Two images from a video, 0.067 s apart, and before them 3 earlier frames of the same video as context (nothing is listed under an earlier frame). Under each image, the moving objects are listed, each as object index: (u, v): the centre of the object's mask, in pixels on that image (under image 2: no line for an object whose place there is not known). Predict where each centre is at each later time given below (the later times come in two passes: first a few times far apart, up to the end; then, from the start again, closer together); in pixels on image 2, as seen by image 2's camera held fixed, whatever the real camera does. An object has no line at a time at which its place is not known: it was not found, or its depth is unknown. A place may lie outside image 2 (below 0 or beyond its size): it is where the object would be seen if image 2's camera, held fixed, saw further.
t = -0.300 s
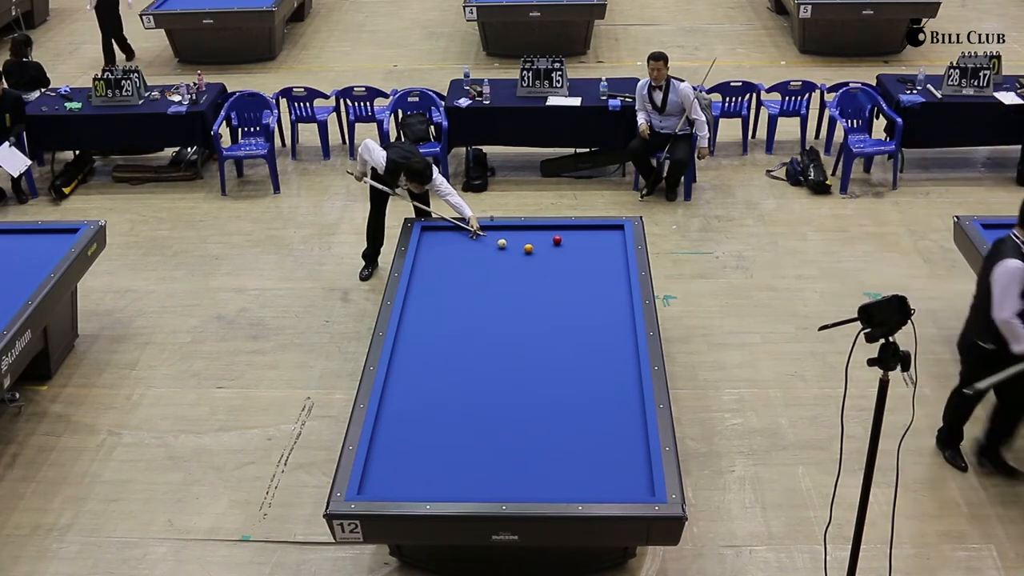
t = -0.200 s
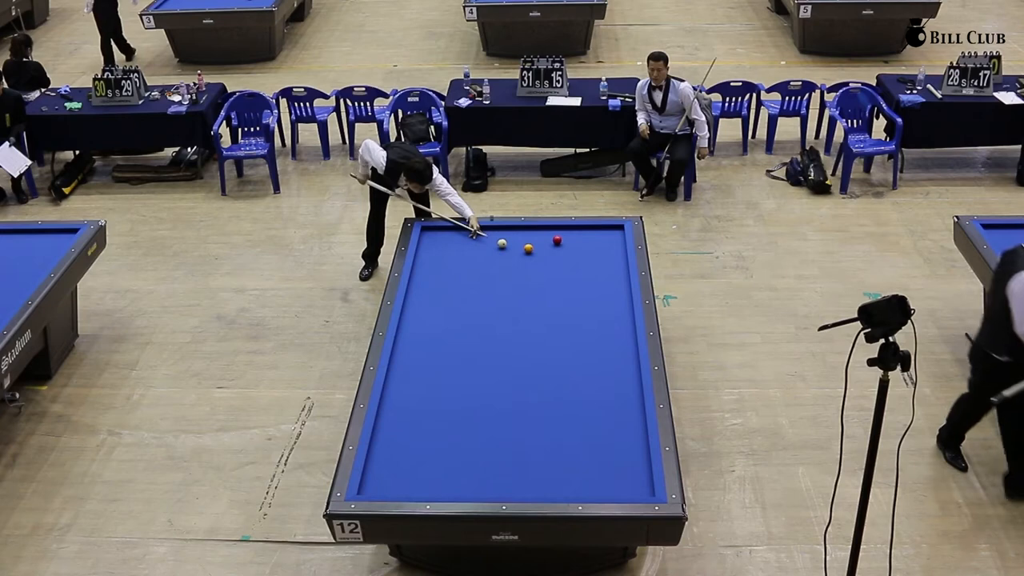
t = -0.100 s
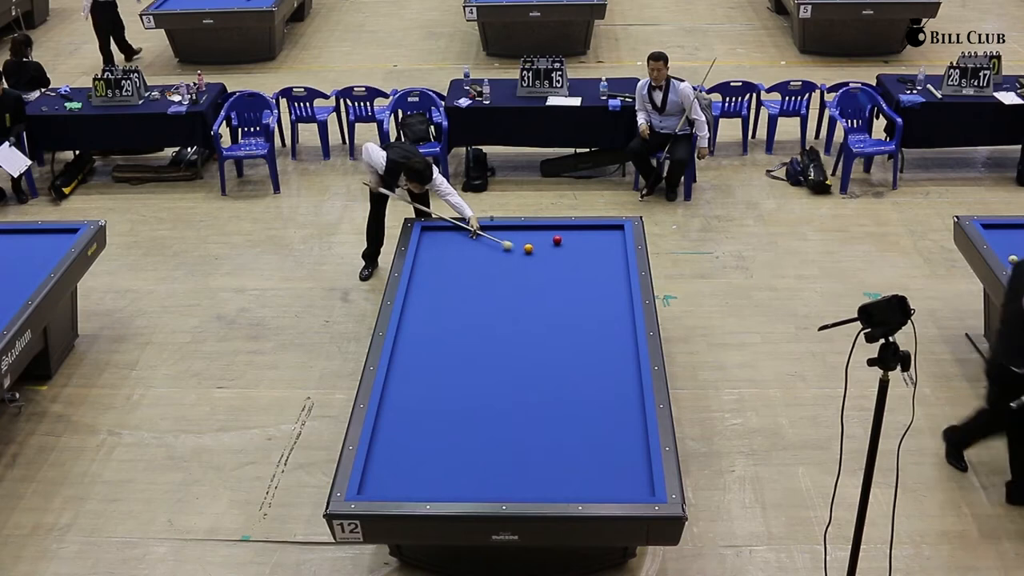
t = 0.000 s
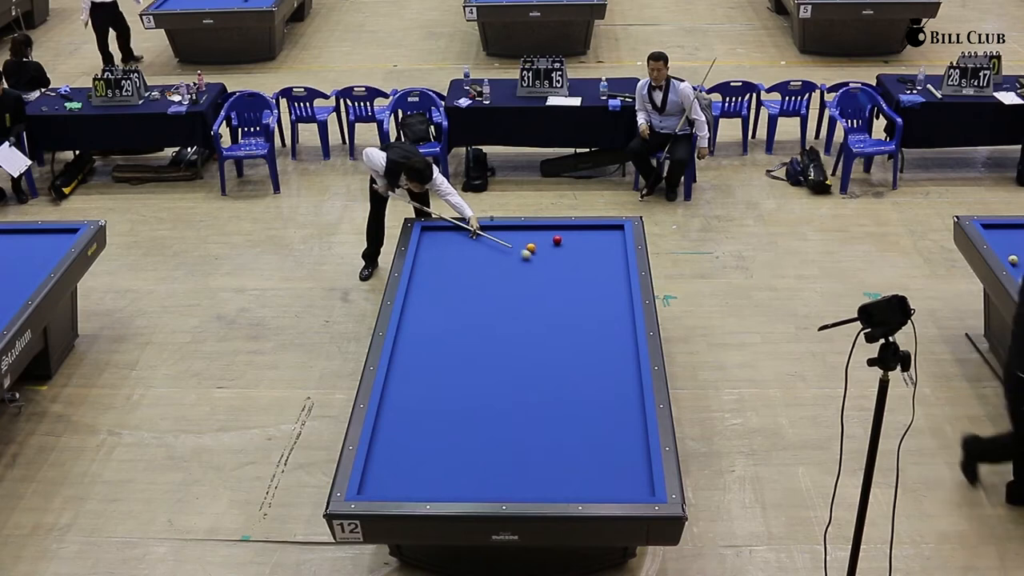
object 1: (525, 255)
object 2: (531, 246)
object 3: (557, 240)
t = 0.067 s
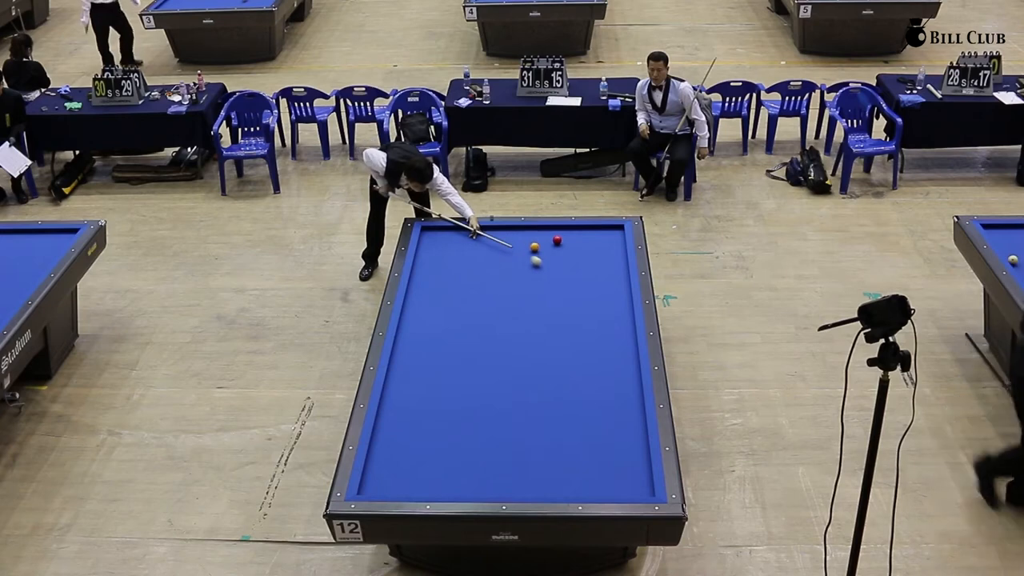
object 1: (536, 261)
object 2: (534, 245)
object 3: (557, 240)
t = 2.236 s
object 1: (447, 470)
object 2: (571, 243)
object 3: (586, 228)
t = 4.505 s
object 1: (505, 330)
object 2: (574, 244)
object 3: (593, 230)
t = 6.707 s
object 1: (613, 246)
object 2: (574, 243)
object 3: (593, 230)
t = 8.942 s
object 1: (595, 241)
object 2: (574, 242)
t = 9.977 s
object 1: (588, 249)
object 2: (574, 243)
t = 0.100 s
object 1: (541, 265)
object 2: (536, 245)
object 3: (557, 240)
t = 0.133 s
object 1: (546, 268)
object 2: (537, 244)
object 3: (557, 240)
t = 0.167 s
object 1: (551, 271)
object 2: (539, 244)
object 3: (557, 240)
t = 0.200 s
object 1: (557, 275)
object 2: (540, 244)
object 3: (557, 240)
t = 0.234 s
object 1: (562, 279)
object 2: (542, 243)
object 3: (557, 240)
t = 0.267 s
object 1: (568, 282)
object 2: (544, 243)
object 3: (557, 240)
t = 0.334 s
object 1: (579, 289)
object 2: (547, 242)
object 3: (557, 240)
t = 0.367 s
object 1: (584, 293)
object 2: (548, 242)
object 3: (557, 240)
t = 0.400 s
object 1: (590, 297)
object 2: (550, 242)
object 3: (557, 240)
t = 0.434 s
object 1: (596, 300)
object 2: (550, 242)
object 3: (558, 239)
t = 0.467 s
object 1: (602, 304)
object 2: (551, 242)
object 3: (558, 239)
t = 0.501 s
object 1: (608, 308)
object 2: (552, 242)
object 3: (559, 239)
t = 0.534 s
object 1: (614, 312)
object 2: (552, 242)
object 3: (560, 239)
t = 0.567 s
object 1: (620, 316)
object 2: (553, 242)
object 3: (561, 238)
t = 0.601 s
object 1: (626, 320)
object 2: (553, 242)
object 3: (561, 239)
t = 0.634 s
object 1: (629, 324)
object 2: (554, 242)
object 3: (562, 238)
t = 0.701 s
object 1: (621, 330)
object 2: (555, 242)
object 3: (563, 237)
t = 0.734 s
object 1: (617, 334)
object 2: (555, 242)
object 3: (564, 237)
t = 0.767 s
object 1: (613, 338)
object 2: (556, 242)
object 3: (564, 237)
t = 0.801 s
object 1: (610, 341)
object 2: (556, 242)
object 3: (565, 236)
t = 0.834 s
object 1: (607, 345)
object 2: (557, 242)
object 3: (566, 236)
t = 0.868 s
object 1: (604, 349)
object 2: (557, 242)
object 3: (566, 236)
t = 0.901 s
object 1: (601, 352)
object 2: (558, 242)
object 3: (567, 236)
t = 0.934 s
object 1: (598, 356)
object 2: (558, 242)
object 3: (568, 235)
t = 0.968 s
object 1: (594, 360)
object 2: (558, 242)
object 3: (568, 235)
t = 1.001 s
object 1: (591, 364)
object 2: (559, 242)
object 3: (568, 235)
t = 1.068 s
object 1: (584, 371)
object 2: (560, 242)
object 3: (570, 234)
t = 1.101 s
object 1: (581, 375)
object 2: (560, 242)
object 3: (570, 234)
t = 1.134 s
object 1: (578, 379)
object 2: (561, 242)
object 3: (571, 234)
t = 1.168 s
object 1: (574, 383)
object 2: (561, 242)
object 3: (572, 234)
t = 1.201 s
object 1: (571, 387)
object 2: (562, 242)
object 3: (572, 233)
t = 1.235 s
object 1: (567, 391)
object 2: (562, 242)
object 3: (572, 233)
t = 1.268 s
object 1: (564, 396)
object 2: (562, 242)
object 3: (573, 233)
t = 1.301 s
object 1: (560, 399)
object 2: (563, 242)
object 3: (574, 233)
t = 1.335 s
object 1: (557, 404)
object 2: (563, 242)
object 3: (574, 232)
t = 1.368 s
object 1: (553, 408)
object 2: (564, 242)
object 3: (575, 232)
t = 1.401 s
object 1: (550, 412)
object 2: (564, 242)
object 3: (575, 232)
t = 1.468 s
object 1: (542, 421)
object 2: (565, 242)
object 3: (576, 231)
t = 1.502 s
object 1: (539, 425)
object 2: (565, 242)
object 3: (577, 231)
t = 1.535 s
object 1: (535, 429)
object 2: (565, 242)
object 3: (577, 231)
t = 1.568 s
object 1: (531, 434)
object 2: (566, 242)
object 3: (578, 231)
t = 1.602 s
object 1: (527, 439)
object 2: (566, 242)
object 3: (578, 231)
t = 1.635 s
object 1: (523, 443)
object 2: (567, 242)
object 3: (579, 230)
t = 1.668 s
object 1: (519, 448)
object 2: (567, 242)
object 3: (579, 230)
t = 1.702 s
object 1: (515, 452)
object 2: (567, 242)
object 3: (580, 230)
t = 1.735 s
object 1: (511, 457)
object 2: (567, 242)
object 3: (580, 230)
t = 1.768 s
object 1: (508, 461)
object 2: (568, 242)
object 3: (580, 230)
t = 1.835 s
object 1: (499, 471)
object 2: (568, 242)
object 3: (581, 229)
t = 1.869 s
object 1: (495, 476)
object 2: (568, 242)
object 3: (582, 229)
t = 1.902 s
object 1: (491, 481)
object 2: (569, 243)
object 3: (582, 229)
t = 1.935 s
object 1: (487, 485)
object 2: (569, 243)
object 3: (583, 229)
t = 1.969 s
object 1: (483, 489)
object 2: (569, 243)
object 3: (583, 228)
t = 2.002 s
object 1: (478, 491)
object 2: (569, 243)
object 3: (583, 228)
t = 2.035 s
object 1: (473, 488)
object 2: (570, 243)
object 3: (584, 228)
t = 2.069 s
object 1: (469, 485)
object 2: (570, 243)
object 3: (584, 228)
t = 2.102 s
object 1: (464, 481)
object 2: (570, 243)
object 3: (585, 228)
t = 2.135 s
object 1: (460, 478)
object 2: (570, 243)
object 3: (585, 228)
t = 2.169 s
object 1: (456, 475)
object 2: (571, 243)
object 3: (586, 228)
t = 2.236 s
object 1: (447, 470)
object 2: (571, 243)
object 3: (586, 228)
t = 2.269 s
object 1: (443, 467)
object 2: (571, 243)
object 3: (586, 228)
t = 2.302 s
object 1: (439, 464)
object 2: (571, 243)
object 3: (586, 228)
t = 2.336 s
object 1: (435, 462)
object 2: (572, 243)
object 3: (587, 228)
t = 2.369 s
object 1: (431, 459)
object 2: (572, 243)
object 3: (587, 228)
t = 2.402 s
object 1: (427, 457)
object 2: (572, 243)
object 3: (587, 228)
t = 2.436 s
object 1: (423, 454)
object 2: (572, 243)
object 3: (588, 228)
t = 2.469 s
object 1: (418, 451)
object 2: (572, 243)
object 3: (588, 228)
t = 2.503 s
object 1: (415, 449)
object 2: (572, 243)
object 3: (588, 228)
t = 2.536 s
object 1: (411, 446)
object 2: (572, 243)
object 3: (588, 228)
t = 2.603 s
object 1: (403, 441)
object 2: (572, 243)
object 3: (589, 228)
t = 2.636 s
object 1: (399, 439)
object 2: (573, 243)
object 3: (589, 228)
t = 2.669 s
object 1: (395, 436)
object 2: (573, 243)
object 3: (589, 228)
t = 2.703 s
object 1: (392, 434)
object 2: (573, 243)
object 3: (589, 228)
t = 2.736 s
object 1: (388, 431)
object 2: (573, 243)
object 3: (590, 229)
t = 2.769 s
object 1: (384, 429)
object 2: (573, 243)
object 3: (590, 229)
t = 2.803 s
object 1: (380, 427)
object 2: (573, 243)
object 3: (590, 229)
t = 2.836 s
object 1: (380, 425)
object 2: (573, 243)
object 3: (590, 229)
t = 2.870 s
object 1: (384, 422)
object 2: (573, 243)
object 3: (590, 229)
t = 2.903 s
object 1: (387, 420)
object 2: (573, 243)
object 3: (591, 229)
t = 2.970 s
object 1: (393, 416)
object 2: (574, 243)
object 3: (591, 229)
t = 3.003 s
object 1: (396, 413)
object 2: (574, 243)
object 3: (591, 229)
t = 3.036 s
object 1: (399, 411)
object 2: (574, 243)
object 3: (591, 229)
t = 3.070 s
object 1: (402, 409)
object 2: (574, 243)
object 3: (591, 229)
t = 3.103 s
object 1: (405, 407)
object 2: (574, 243)
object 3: (592, 229)
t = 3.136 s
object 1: (407, 404)
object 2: (574, 243)
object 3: (592, 229)
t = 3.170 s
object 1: (410, 403)
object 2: (574, 243)
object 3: (592, 229)
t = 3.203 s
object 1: (413, 400)
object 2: (574, 243)
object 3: (592, 229)
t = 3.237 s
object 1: (415, 398)
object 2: (574, 243)
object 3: (592, 229)
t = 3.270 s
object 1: (418, 396)
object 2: (574, 243)
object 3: (592, 229)
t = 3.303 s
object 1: (421, 394)
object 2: (574, 243)
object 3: (592, 229)
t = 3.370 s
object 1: (426, 390)
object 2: (574, 243)
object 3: (593, 230)
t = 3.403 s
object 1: (429, 388)
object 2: (574, 243)
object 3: (593, 230)
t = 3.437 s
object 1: (431, 386)
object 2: (574, 243)
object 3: (593, 230)
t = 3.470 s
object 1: (434, 384)
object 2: (574, 243)
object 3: (593, 230)
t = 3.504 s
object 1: (437, 382)
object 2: (574, 243)
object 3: (593, 230)
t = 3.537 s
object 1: (439, 380)
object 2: (574, 243)
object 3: (593, 230)
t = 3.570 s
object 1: (442, 378)
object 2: (574, 243)
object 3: (593, 230)
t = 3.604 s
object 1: (444, 376)
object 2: (574, 243)
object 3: (593, 230)
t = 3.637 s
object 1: (447, 375)
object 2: (574, 243)
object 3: (593, 230)
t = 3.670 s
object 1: (449, 373)
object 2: (574, 243)
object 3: (593, 230)
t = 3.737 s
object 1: (454, 369)
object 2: (574, 243)
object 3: (593, 230)
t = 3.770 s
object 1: (456, 367)
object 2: (574, 243)
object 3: (593, 230)
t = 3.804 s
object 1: (459, 365)
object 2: (574, 243)
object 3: (593, 230)
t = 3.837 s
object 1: (461, 364)
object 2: (574, 243)
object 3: (593, 230)
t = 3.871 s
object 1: (463, 362)
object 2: (574, 243)
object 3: (593, 230)
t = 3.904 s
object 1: (466, 360)
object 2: (574, 243)
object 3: (593, 230)
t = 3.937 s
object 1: (468, 358)
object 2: (574, 243)
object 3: (593, 230)
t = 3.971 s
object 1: (471, 356)
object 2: (574, 243)
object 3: (593, 230)
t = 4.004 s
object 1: (473, 355)
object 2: (574, 243)
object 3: (593, 230)
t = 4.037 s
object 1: (475, 353)
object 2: (574, 243)
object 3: (593, 230)
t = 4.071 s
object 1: (477, 351)
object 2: (574, 243)
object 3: (593, 230)
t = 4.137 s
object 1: (482, 348)
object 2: (574, 243)
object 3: (593, 230)
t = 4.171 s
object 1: (484, 346)
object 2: (574, 243)
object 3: (593, 230)
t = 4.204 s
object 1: (486, 345)
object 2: (574, 243)
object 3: (593, 230)
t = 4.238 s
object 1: (488, 343)
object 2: (574, 243)
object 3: (593, 230)
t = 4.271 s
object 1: (491, 341)
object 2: (574, 243)
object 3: (593, 230)
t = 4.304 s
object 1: (493, 340)
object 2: (574, 244)
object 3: (593, 230)
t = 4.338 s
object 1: (495, 338)
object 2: (574, 243)
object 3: (593, 230)
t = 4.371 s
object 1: (497, 336)
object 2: (574, 243)
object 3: (593, 230)
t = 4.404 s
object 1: (499, 335)
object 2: (574, 244)
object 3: (593, 230)
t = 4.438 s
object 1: (501, 333)
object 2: (574, 243)
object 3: (593, 230)
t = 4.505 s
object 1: (505, 330)
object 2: (574, 244)
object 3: (593, 230)
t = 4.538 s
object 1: (507, 329)
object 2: (574, 244)
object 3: (593, 230)
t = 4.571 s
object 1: (509, 327)
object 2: (574, 244)
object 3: (593, 230)
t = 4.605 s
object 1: (511, 325)
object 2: (574, 244)
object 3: (593, 230)
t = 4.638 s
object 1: (513, 324)
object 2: (574, 244)
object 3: (593, 230)
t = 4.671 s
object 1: (515, 322)
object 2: (574, 244)
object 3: (593, 230)
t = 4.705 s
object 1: (517, 321)
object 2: (574, 244)
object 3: (593, 230)
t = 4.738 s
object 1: (519, 319)
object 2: (574, 244)
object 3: (593, 230)
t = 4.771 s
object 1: (521, 318)
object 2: (574, 244)
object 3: (593, 230)
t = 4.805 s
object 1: (523, 316)
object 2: (574, 244)
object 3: (593, 230)
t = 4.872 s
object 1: (527, 313)
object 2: (574, 244)
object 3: (593, 230)
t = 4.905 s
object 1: (529, 312)
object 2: (574, 244)
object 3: (593, 230)
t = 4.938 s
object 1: (531, 311)
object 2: (574, 244)
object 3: (593, 230)
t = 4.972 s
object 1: (533, 309)
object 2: (574, 244)
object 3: (593, 230)
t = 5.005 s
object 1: (534, 308)
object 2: (574, 244)
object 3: (593, 230)
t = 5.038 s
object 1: (536, 306)
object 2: (574, 244)
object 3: (593, 230)
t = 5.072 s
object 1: (538, 305)
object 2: (574, 244)
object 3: (593, 230)
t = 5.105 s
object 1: (540, 303)
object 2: (574, 244)
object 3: (593, 230)
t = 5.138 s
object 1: (542, 302)
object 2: (574, 244)
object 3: (593, 230)
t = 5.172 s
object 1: (543, 301)
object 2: (574, 244)
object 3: (593, 230)
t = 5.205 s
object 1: (545, 299)
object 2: (574, 244)
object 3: (593, 230)
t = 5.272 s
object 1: (549, 296)
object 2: (574, 243)
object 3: (593, 230)
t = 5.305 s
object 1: (550, 295)
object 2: (574, 244)
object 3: (593, 230)
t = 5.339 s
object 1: (552, 294)
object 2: (574, 244)
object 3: (593, 230)
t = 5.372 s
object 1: (554, 292)
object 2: (574, 244)
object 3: (593, 230)
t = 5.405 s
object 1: (556, 291)
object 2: (574, 244)
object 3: (593, 230)
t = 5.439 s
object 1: (557, 290)
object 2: (574, 244)
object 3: (593, 230)
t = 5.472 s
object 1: (559, 288)
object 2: (574, 244)
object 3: (593, 230)
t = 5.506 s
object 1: (561, 287)
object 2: (574, 244)
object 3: (593, 230)
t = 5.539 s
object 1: (562, 286)
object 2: (574, 244)
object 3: (593, 230)
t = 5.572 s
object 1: (564, 284)
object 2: (574, 244)
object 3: (593, 230)
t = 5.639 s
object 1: (567, 282)
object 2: (574, 244)
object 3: (593, 230)
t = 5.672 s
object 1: (569, 281)
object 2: (574, 244)
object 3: (593, 230)
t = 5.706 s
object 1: (570, 279)
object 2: (574, 244)
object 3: (593, 230)
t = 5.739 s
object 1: (572, 278)
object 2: (574, 244)
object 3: (593, 230)
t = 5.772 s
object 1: (573, 277)
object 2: (574, 244)
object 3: (593, 230)
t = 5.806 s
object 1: (575, 276)
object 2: (574, 244)
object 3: (593, 230)
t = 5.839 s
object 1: (576, 275)
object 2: (574, 244)
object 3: (593, 230)
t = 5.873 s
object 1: (578, 273)
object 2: (574, 244)
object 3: (593, 230)
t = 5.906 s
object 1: (580, 272)
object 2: (574, 244)
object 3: (593, 230)
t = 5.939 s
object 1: (581, 271)
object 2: (574, 243)
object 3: (593, 230)
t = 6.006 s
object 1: (584, 269)
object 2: (574, 243)
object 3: (593, 230)
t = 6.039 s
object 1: (586, 268)
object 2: (574, 244)
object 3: (593, 230)
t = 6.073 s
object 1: (587, 266)
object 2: (574, 243)
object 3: (593, 230)
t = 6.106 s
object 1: (588, 265)
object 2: (574, 244)
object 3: (593, 230)
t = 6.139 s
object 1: (590, 264)
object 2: (574, 244)
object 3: (593, 230)
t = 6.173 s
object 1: (591, 263)
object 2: (574, 244)
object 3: (593, 230)
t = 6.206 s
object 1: (593, 262)
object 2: (574, 244)
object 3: (593, 230)
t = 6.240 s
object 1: (594, 261)
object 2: (574, 244)
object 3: (593, 230)
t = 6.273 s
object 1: (596, 260)
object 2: (574, 243)
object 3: (593, 230)
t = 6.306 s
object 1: (597, 259)
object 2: (574, 244)
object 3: (593, 230)
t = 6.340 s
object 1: (599, 257)
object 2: (574, 244)
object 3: (593, 230)
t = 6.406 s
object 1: (601, 255)
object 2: (574, 243)
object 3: (593, 230)
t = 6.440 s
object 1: (603, 254)
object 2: (574, 243)
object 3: (593, 230)
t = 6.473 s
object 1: (604, 253)
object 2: (574, 243)
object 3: (593, 230)
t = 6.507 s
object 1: (605, 252)
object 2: (574, 244)
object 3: (593, 230)
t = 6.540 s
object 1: (607, 251)
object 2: (574, 243)
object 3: (593, 230)
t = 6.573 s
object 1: (608, 250)
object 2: (574, 243)
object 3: (593, 230)
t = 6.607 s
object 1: (609, 249)
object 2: (574, 243)
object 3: (593, 230)
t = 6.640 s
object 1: (611, 248)
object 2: (574, 243)
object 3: (593, 230)
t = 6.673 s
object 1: (612, 247)
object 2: (574, 243)
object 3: (593, 230)
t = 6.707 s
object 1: (613, 246)
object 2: (574, 243)
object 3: (593, 230)
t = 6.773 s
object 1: (616, 244)
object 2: (574, 243)
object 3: (593, 230)
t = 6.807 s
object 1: (617, 243)
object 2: (574, 243)
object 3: (593, 230)
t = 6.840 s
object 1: (618, 242)
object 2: (574, 243)
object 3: (593, 230)
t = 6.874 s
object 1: (620, 241)
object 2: (574, 243)
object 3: (593, 230)
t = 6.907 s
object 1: (621, 240)
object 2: (574, 243)
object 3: (593, 230)
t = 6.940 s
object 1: (620, 239)
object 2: (574, 243)
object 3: (593, 230)
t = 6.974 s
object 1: (619, 239)
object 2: (574, 243)
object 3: (593, 230)
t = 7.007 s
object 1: (619, 238)
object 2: (574, 243)
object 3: (593, 230)
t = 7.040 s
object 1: (618, 237)
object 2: (574, 243)
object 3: (593, 230)
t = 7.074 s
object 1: (617, 236)
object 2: (574, 243)
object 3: (593, 230)
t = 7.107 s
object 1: (616, 236)
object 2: (574, 243)
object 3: (593, 230)
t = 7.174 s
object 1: (615, 234)
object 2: (574, 243)
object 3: (593, 230)
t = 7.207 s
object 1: (614, 234)
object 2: (574, 243)
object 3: (593, 230)
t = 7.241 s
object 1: (614, 233)
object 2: (574, 243)
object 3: (593, 230)
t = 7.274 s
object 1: (613, 232)
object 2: (574, 243)
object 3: (593, 230)
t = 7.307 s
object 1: (612, 232)
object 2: (574, 243)
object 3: (593, 230)
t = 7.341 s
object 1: (611, 231)
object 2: (574, 244)
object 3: (593, 230)
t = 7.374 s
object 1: (611, 230)
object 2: (574, 243)
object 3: (593, 230)
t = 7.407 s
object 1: (610, 229)
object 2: (574, 243)
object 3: (593, 230)
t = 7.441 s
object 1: (609, 229)
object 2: (574, 243)
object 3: (593, 230)
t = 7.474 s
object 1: (609, 228)
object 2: (574, 243)
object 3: (593, 230)
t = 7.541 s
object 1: (608, 228)
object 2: (574, 243)
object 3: (593, 230)
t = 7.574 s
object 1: (607, 228)
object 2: (574, 243)
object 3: (593, 230)
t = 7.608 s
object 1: (607, 228)
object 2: (574, 243)
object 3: (593, 230)
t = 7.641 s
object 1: (607, 229)
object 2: (574, 243)
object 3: (593, 230)
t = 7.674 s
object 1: (606, 229)
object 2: (574, 243)
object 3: (593, 230)
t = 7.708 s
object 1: (606, 229)
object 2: (574, 243)
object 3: (593, 230)
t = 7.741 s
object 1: (606, 230)
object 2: (574, 243)
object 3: (593, 230)
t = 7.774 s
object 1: (605, 230)
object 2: (574, 243)
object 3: (593, 230)
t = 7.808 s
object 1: (605, 231)
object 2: (574, 243)
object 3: (593, 230)
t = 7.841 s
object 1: (605, 231)
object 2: (574, 243)
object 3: (593, 230)
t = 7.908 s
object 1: (604, 232)
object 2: (574, 243)
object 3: (593, 230)
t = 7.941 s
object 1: (603, 232)
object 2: (574, 243)
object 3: (593, 230)
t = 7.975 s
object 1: (603, 232)
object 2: (574, 243)
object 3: (593, 230)
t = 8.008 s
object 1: (603, 233)
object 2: (574, 243)
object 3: (593, 230)
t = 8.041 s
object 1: (602, 233)
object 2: (574, 243)
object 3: (593, 230)
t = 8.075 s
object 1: (602, 233)
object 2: (574, 243)
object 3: (593, 230)
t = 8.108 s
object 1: (602, 234)
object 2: (574, 243)
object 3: (593, 230)
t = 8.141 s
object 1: (601, 234)
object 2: (574, 243)
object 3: (593, 230)
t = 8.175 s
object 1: (601, 234)
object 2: (574, 243)
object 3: (593, 230)
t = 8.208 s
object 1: (601, 235)
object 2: (574, 243)
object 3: (593, 230)
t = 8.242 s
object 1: (601, 235)
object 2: (574, 243)
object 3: (593, 230)
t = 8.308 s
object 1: (600, 236)
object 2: (574, 243)
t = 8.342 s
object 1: (600, 236)
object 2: (574, 243)
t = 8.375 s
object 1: (599, 236)
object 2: (574, 243)
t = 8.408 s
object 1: (599, 237)
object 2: (574, 243)
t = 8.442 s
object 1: (599, 237)
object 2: (574, 243)
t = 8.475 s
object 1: (599, 237)
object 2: (574, 243)
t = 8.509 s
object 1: (598, 238)
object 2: (574, 243)
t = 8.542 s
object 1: (598, 238)
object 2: (574, 243)
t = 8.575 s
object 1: (598, 238)
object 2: (574, 243)
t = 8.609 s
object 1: (597, 239)
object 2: (574, 243)
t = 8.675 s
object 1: (597, 239)
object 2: (574, 243)
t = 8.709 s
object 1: (597, 239)
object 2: (574, 243)
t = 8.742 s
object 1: (596, 240)
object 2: (574, 243)
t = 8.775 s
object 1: (596, 240)
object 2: (574, 242)
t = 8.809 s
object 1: (596, 240)
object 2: (574, 242)
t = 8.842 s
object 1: (596, 241)
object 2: (574, 242)
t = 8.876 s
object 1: (595, 241)
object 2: (574, 242)
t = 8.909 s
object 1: (595, 241)
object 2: (574, 242)
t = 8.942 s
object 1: (595, 241)
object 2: (574, 242)
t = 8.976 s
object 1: (594, 242)
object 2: (574, 242)
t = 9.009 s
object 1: (594, 242)
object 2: (574, 242)
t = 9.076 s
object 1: (594, 242)
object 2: (574, 242)
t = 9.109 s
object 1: (593, 243)
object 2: (574, 242)
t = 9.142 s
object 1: (593, 243)
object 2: (574, 242)
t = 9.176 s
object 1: (593, 243)
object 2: (574, 242)
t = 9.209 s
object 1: (593, 243)
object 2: (574, 242)
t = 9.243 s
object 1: (592, 244)
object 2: (574, 242)
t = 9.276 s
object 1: (592, 244)
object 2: (574, 242)
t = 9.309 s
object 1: (592, 244)
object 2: (574, 242)
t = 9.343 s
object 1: (592, 244)
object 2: (574, 242)
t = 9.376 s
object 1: (591, 245)
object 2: (574, 242)
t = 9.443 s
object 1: (591, 245)
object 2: (574, 242)
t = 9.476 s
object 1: (591, 245)
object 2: (574, 243)
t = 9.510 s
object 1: (590, 246)
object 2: (574, 243)
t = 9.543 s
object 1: (590, 246)
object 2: (574, 243)
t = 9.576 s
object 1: (590, 246)
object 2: (574, 243)
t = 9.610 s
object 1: (590, 246)
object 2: (574, 243)
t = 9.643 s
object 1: (590, 246)
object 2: (574, 243)
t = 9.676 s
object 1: (590, 247)
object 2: (574, 243)
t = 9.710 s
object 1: (589, 247)
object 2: (574, 243)
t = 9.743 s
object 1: (589, 247)
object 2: (574, 243)
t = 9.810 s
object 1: (589, 247)
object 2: (574, 243)
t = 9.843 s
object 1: (589, 248)
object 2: (574, 243)
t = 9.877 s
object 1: (589, 248)
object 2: (574, 243)
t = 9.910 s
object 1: (588, 248)
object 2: (574, 243)
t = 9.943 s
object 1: (588, 248)
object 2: (574, 243)
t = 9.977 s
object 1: (588, 249)
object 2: (574, 243)
